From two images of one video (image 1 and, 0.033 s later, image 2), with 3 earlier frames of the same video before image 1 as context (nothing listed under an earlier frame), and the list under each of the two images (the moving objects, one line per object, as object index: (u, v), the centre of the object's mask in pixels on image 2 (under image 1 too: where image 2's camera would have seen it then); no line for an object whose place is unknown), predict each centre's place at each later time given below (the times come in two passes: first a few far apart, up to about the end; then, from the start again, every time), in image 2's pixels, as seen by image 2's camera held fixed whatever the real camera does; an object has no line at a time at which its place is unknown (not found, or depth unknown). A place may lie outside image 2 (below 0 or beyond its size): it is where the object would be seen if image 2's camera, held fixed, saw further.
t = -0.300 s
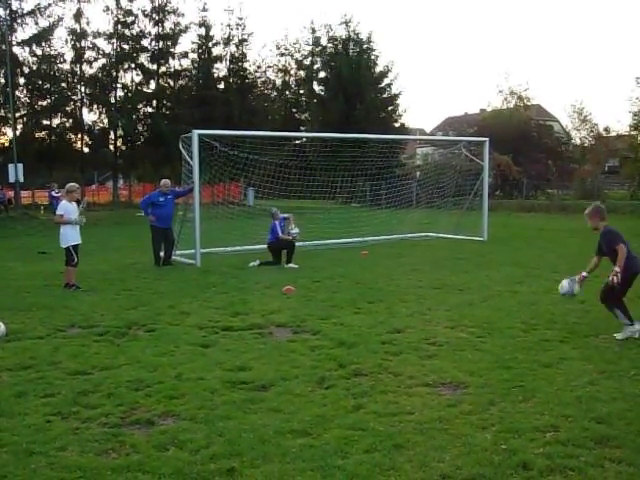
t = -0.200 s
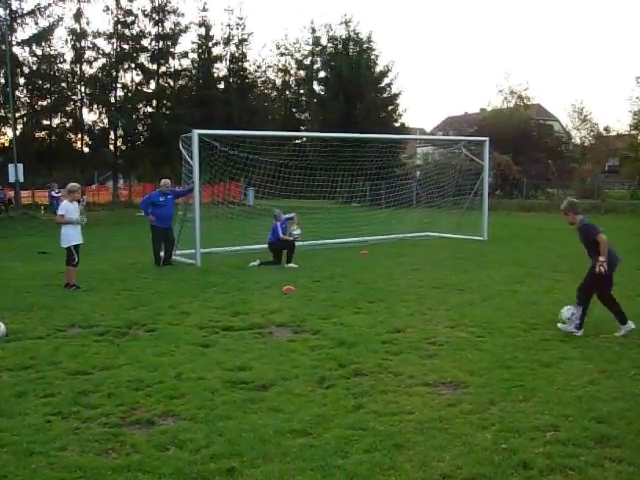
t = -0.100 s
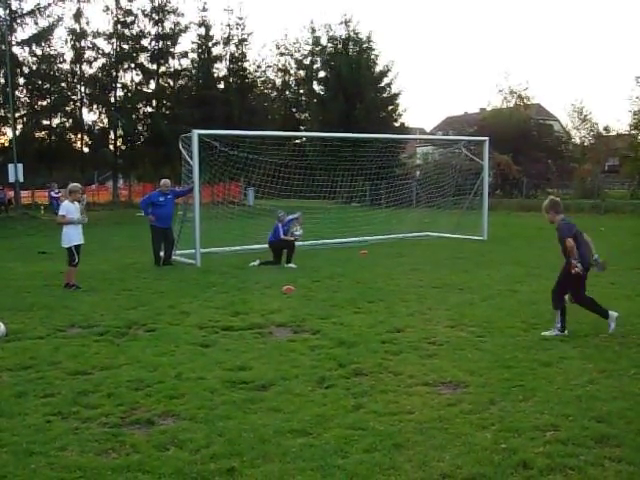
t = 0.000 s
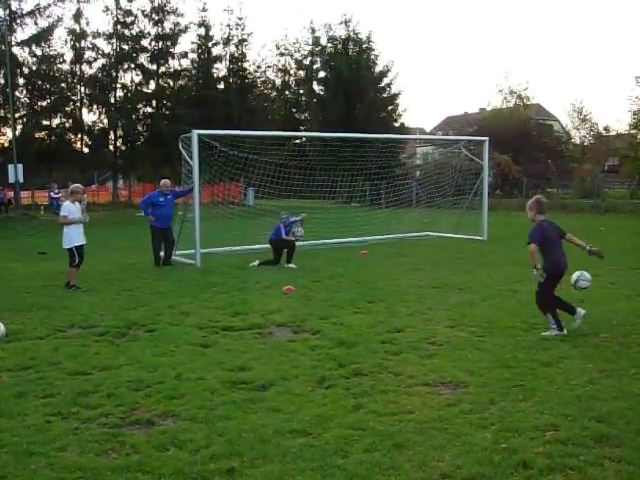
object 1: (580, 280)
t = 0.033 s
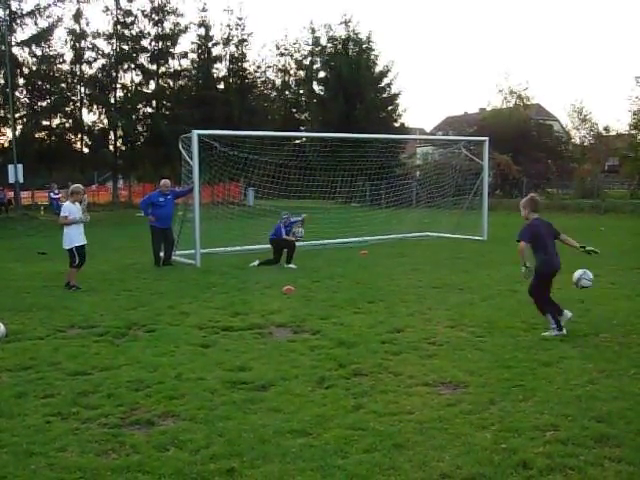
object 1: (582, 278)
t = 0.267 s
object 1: (595, 292)
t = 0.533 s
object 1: (608, 312)
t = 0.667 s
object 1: (612, 315)
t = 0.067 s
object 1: (584, 277)
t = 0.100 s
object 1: (586, 277)
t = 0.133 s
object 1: (588, 278)
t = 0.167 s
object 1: (590, 280)
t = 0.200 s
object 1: (592, 283)
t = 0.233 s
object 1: (594, 287)
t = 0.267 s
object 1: (595, 292)
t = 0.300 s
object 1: (597, 299)
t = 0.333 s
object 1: (599, 306)
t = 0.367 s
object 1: (601, 315)
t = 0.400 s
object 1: (602, 323)
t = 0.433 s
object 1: (604, 319)
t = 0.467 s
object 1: (605, 315)
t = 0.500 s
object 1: (606, 313)
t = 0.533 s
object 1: (608, 312)
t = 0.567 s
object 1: (609, 311)
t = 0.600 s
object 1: (610, 311)
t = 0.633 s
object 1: (611, 313)
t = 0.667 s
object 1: (612, 315)
